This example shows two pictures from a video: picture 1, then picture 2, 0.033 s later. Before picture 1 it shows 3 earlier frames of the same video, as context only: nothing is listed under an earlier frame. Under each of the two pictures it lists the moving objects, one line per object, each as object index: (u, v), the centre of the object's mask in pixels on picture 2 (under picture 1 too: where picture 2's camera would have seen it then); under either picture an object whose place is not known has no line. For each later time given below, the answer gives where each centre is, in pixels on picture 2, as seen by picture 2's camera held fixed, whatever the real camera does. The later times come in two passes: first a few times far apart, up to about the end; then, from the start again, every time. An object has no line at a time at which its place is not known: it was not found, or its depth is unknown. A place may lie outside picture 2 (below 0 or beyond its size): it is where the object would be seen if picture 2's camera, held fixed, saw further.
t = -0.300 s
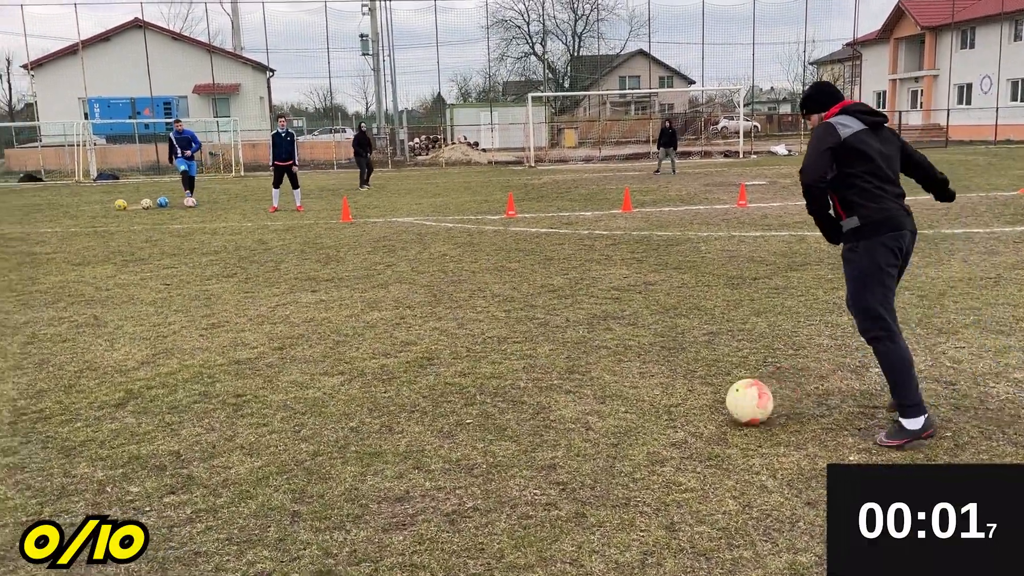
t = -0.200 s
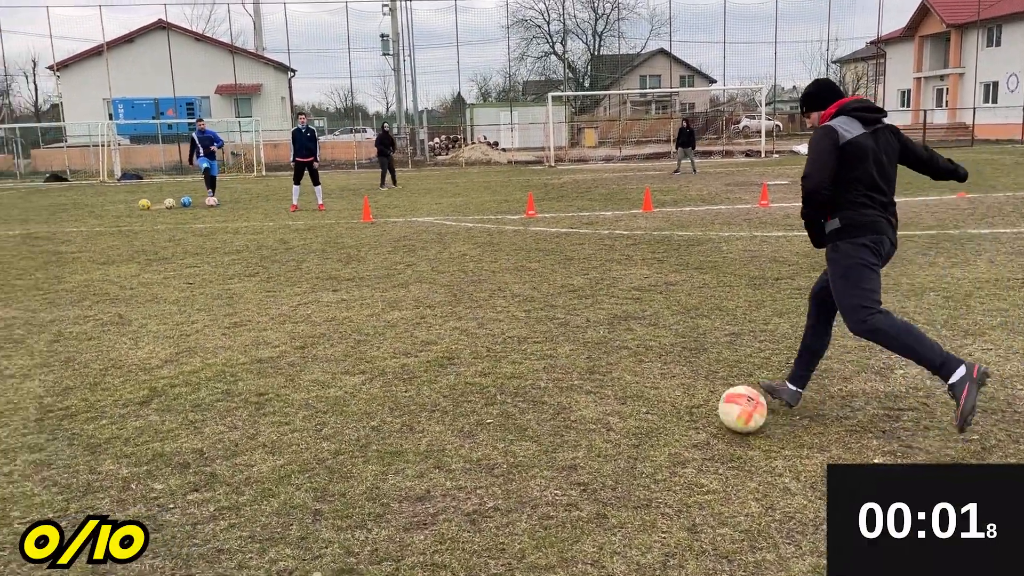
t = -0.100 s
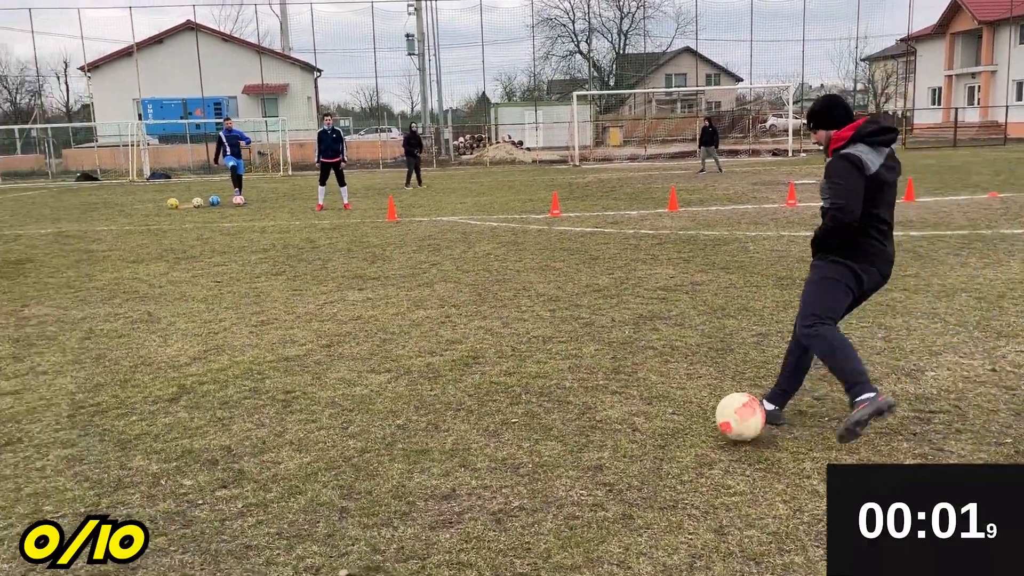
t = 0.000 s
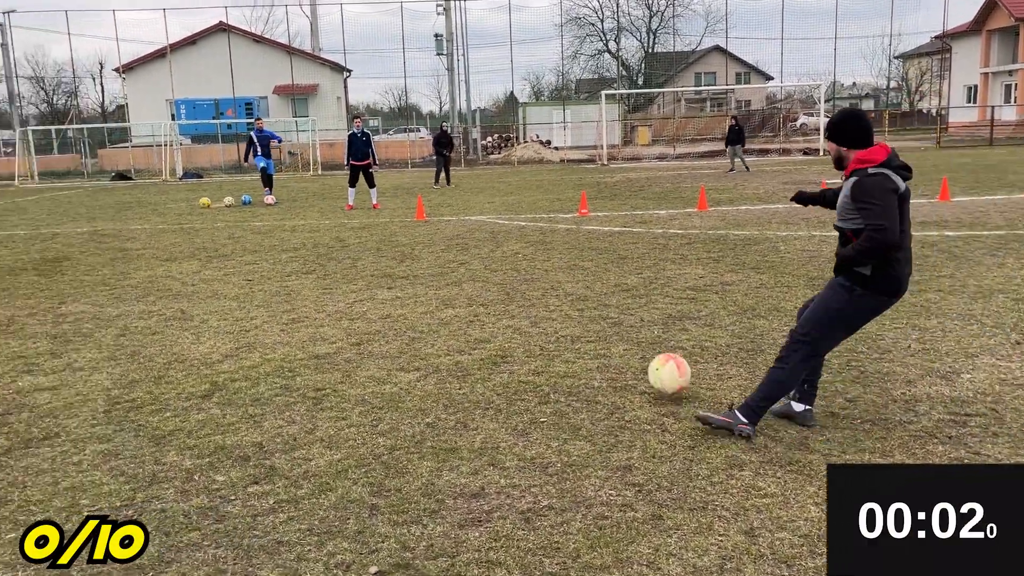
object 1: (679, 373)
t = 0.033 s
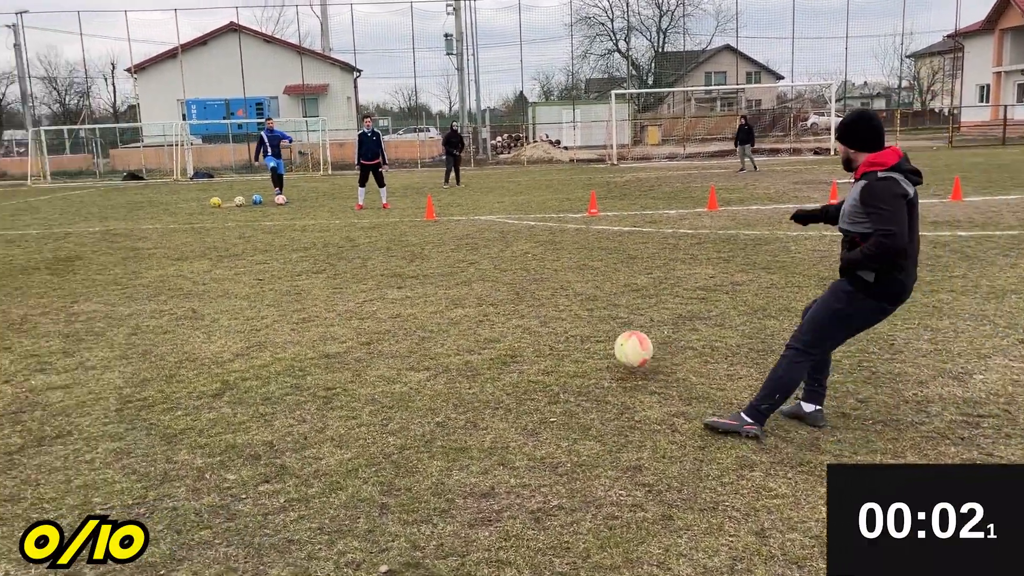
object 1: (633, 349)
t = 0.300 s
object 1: (452, 265)
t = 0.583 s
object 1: (381, 236)
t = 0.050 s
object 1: (614, 339)
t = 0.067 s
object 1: (596, 331)
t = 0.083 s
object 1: (579, 323)
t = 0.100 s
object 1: (564, 316)
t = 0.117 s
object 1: (550, 310)
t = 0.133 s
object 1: (538, 305)
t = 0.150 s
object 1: (526, 301)
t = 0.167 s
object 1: (515, 297)
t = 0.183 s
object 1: (505, 294)
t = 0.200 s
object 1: (495, 291)
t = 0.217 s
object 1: (487, 285)
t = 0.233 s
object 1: (479, 281)
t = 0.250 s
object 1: (472, 275)
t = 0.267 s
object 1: (465, 272)
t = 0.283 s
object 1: (459, 268)
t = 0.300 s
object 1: (452, 265)
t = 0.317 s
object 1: (446, 263)
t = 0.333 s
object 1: (440, 261)
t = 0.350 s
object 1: (435, 259)
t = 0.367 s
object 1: (430, 258)
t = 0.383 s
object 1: (425, 255)
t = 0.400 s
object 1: (421, 251)
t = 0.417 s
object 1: (416, 248)
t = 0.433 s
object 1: (412, 245)
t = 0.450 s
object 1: (408, 243)
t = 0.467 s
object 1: (405, 241)
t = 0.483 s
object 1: (401, 239)
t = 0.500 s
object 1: (397, 238)
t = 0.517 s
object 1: (393, 237)
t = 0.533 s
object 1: (390, 236)
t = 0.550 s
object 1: (387, 236)
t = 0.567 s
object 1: (384, 237)
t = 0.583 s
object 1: (381, 236)
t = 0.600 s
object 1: (378, 234)
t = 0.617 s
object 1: (375, 233)
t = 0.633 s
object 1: (373, 231)
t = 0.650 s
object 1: (371, 230)
